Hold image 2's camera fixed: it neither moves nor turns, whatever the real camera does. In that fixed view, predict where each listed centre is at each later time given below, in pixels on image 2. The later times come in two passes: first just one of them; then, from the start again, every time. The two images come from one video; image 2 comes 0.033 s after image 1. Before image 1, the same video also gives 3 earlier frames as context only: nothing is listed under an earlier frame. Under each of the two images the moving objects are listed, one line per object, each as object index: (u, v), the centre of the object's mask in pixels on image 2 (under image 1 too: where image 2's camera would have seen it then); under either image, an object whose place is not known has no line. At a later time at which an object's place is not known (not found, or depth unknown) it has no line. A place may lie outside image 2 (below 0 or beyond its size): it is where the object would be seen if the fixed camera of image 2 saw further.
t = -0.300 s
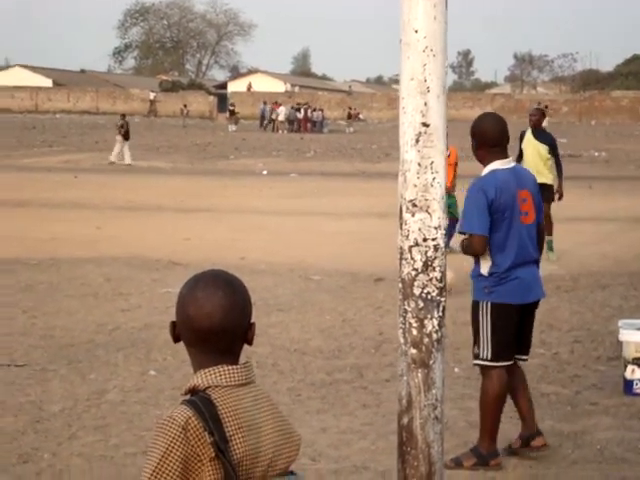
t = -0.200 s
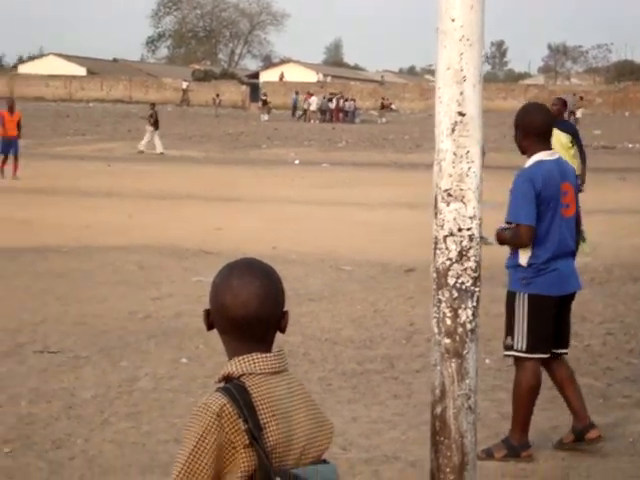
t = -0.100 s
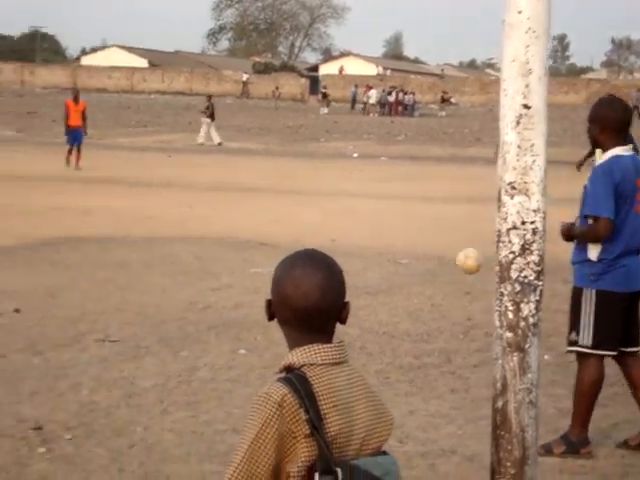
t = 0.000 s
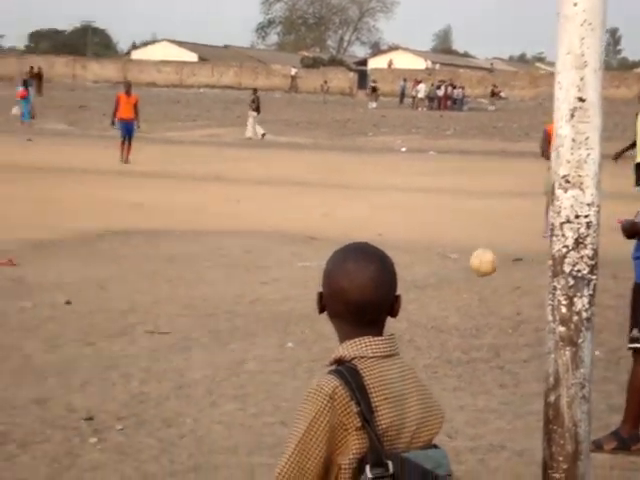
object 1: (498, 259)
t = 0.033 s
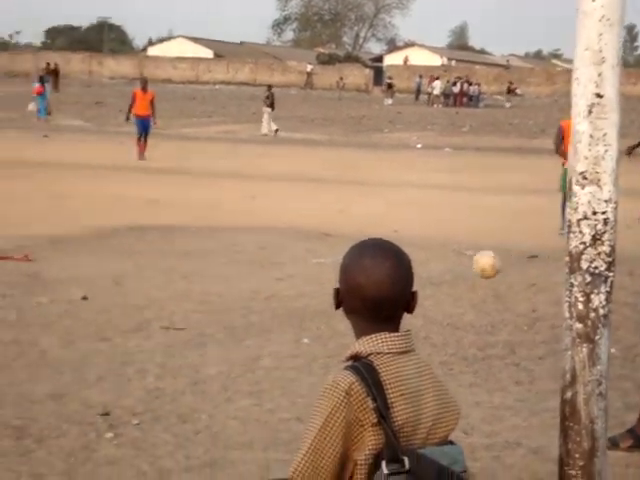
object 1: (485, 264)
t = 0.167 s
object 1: (434, 289)
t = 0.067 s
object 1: (473, 270)
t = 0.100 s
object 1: (460, 279)
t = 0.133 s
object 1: (446, 290)
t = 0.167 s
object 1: (434, 289)
